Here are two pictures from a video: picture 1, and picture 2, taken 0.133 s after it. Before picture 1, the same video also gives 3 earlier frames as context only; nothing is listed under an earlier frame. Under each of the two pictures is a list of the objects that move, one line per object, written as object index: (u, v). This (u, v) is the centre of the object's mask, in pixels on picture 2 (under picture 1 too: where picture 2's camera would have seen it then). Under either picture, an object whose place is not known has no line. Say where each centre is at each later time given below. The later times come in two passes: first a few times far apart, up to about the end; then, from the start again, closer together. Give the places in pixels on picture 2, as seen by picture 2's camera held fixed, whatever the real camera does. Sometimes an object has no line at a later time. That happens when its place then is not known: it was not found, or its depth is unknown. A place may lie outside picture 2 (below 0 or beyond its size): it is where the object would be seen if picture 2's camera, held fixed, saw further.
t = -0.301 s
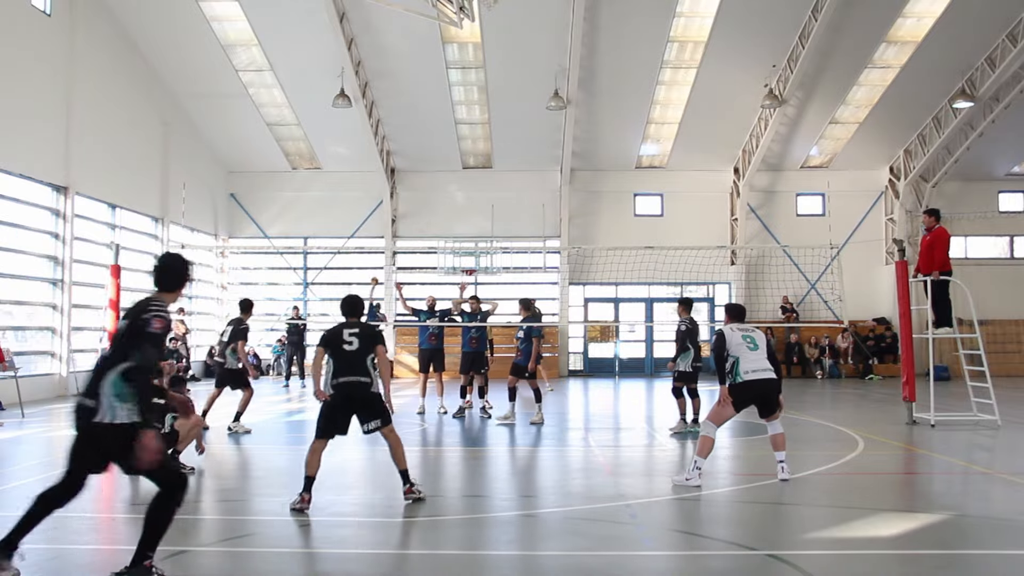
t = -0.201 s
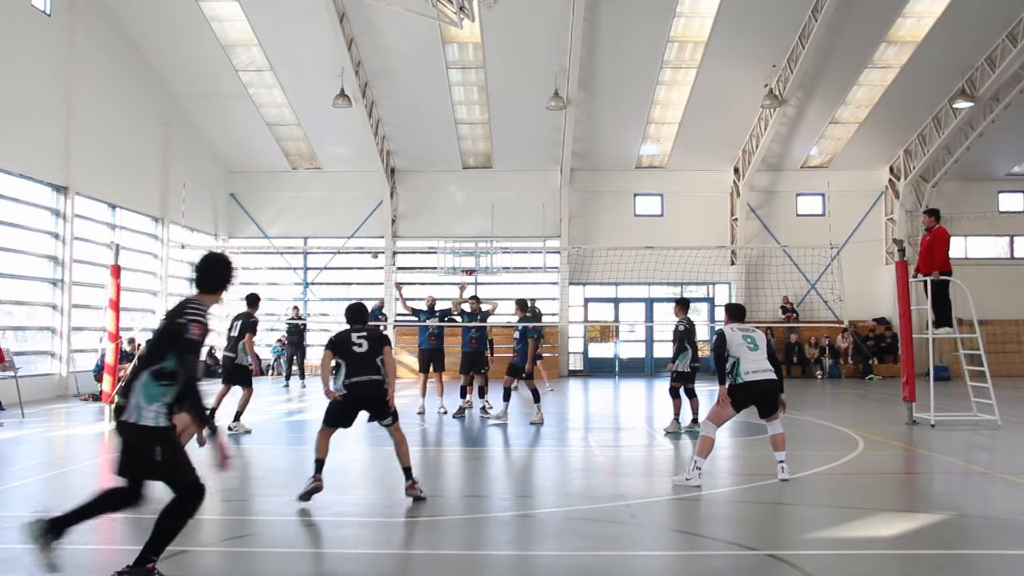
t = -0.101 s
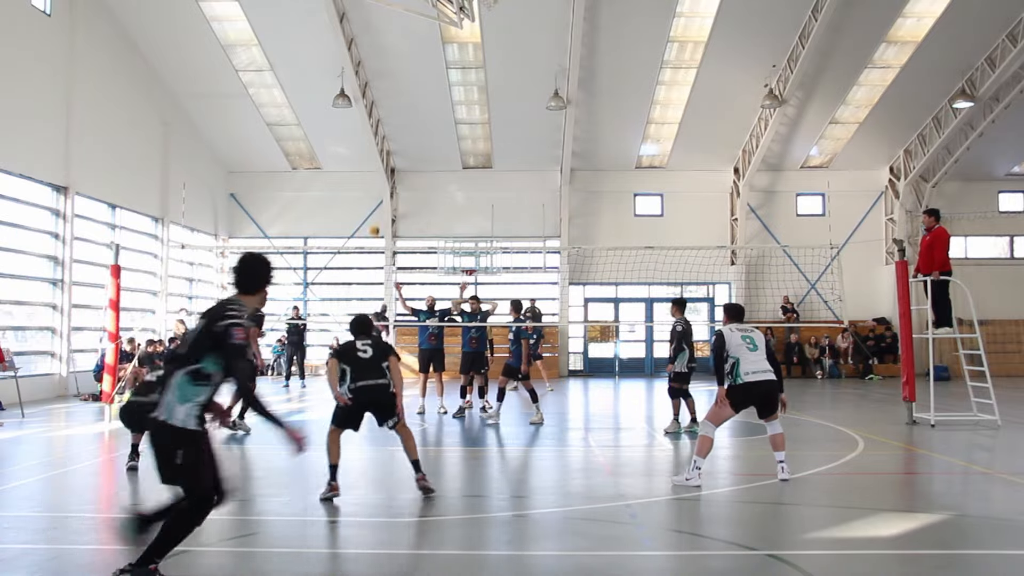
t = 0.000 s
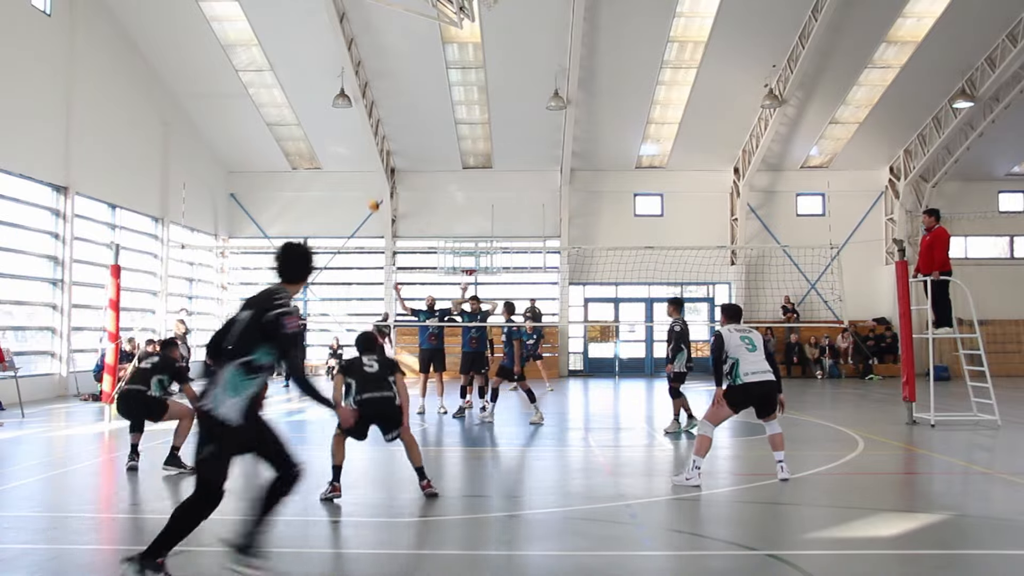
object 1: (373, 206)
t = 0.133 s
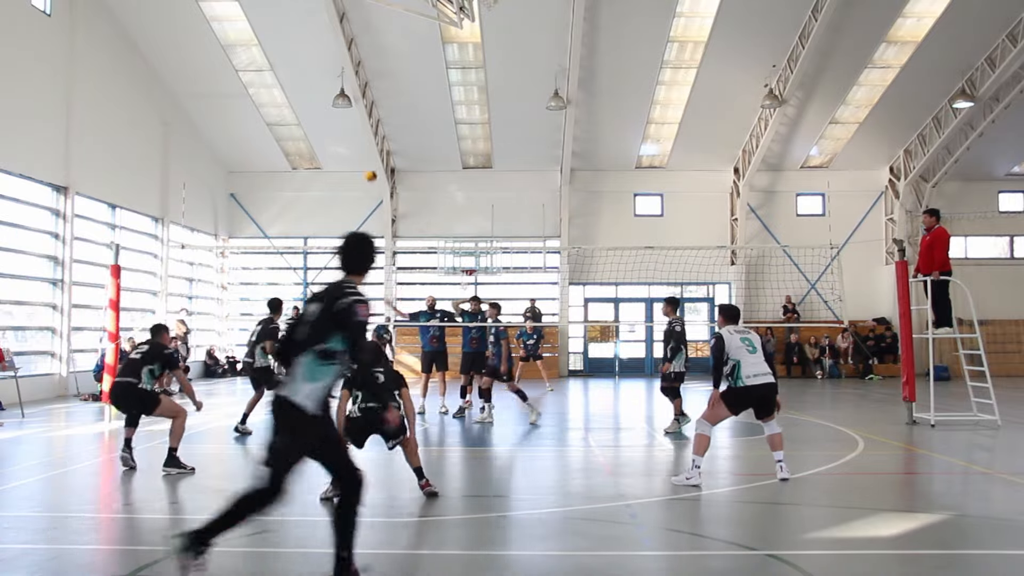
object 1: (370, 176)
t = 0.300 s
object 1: (361, 145)
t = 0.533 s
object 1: (338, 129)
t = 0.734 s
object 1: (319, 159)
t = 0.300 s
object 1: (361, 145)
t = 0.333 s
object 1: (358, 140)
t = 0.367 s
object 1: (355, 136)
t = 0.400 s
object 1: (351, 133)
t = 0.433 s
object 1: (349, 131)
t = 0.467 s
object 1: (345, 129)
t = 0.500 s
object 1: (342, 129)
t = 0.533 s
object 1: (338, 129)
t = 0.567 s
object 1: (335, 131)
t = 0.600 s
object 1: (332, 134)
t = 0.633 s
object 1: (328, 138)
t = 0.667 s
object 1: (325, 143)
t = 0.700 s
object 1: (323, 150)
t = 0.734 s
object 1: (319, 159)
